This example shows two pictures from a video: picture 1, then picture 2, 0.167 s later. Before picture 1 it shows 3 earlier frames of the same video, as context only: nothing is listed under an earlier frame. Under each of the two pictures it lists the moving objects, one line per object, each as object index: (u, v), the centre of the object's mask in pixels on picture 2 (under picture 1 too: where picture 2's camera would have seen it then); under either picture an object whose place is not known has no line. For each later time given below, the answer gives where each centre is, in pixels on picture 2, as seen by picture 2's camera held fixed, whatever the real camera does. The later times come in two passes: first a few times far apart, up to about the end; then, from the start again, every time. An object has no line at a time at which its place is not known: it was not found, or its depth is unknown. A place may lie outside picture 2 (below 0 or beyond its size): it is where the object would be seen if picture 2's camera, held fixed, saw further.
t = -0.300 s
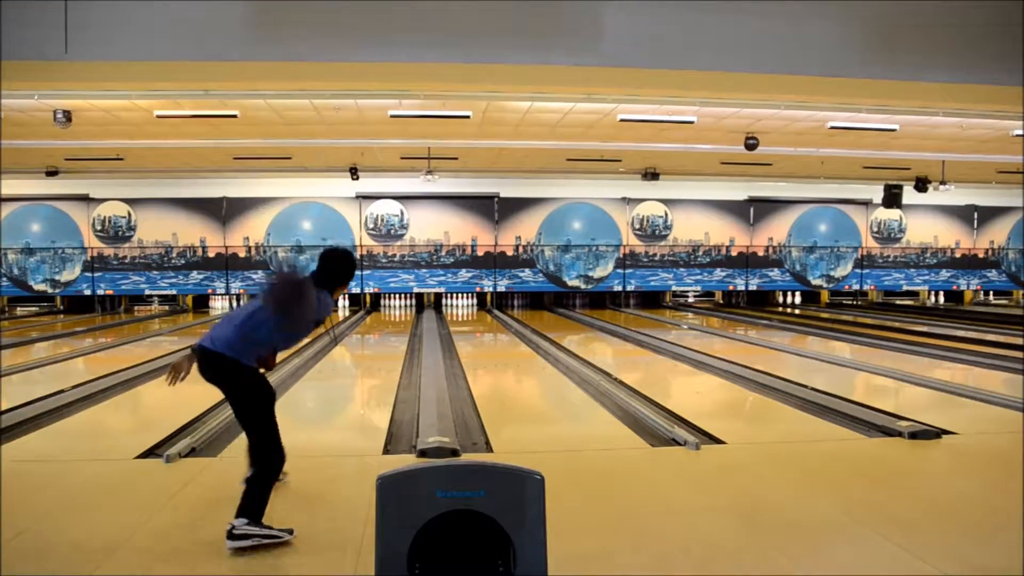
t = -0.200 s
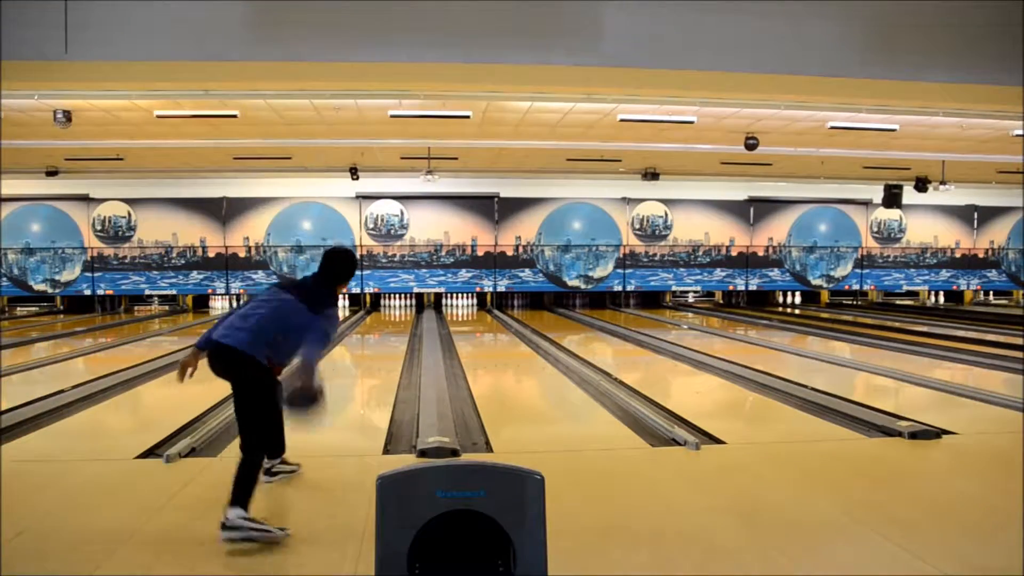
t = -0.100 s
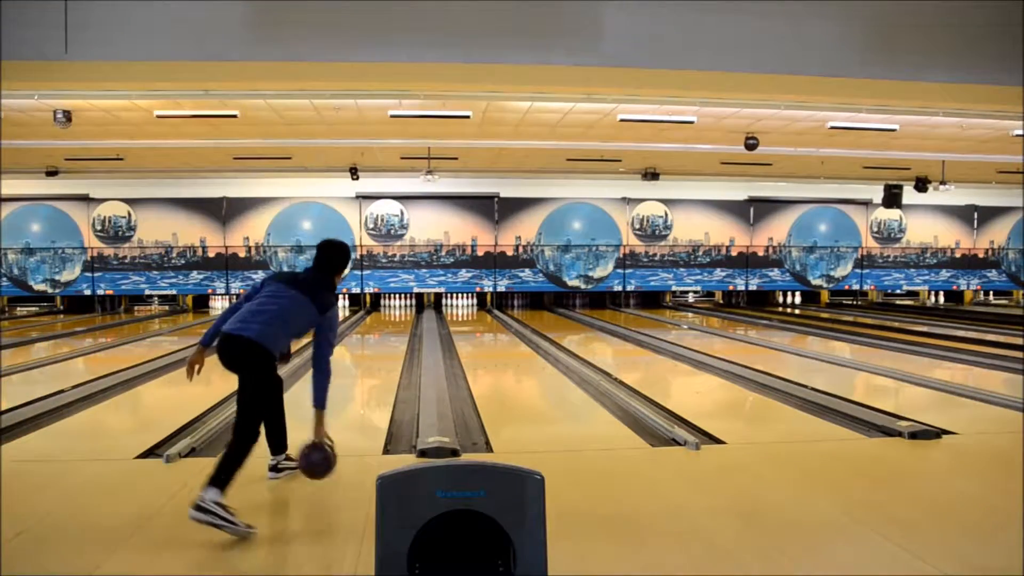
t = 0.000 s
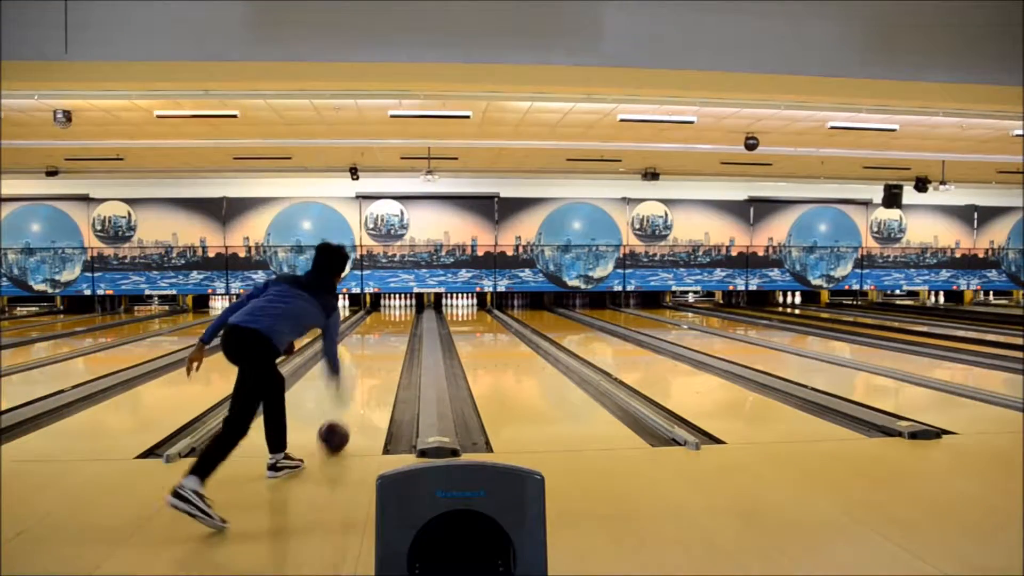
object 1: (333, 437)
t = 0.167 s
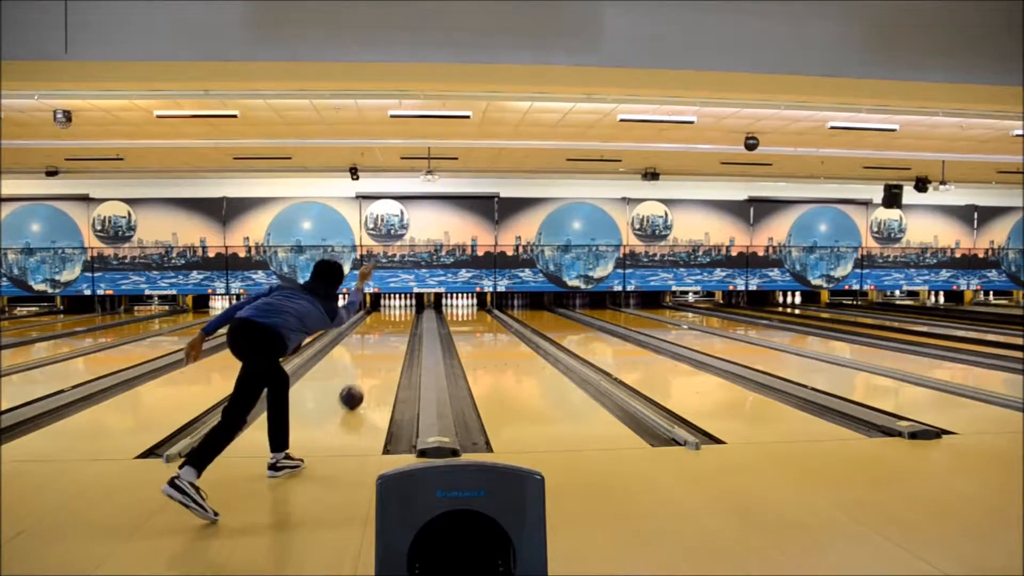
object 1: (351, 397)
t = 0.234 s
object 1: (356, 386)
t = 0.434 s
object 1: (367, 362)
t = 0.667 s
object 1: (376, 344)
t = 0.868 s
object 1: (381, 333)
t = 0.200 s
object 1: (354, 391)
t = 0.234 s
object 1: (356, 386)
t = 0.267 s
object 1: (359, 381)
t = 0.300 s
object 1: (360, 377)
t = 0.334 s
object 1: (362, 373)
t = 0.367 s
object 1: (364, 368)
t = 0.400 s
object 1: (366, 365)
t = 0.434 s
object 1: (367, 362)
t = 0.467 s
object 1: (369, 359)
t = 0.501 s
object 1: (370, 356)
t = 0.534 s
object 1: (371, 353)
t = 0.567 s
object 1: (372, 350)
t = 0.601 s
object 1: (374, 348)
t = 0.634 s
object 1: (374, 346)
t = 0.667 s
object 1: (376, 344)
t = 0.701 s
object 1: (376, 341)
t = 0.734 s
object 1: (377, 339)
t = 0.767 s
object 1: (378, 338)
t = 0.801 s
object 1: (379, 336)
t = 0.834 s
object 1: (380, 334)
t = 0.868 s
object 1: (381, 333)
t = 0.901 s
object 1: (381, 331)
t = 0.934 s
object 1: (381, 330)
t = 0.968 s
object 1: (382, 329)
